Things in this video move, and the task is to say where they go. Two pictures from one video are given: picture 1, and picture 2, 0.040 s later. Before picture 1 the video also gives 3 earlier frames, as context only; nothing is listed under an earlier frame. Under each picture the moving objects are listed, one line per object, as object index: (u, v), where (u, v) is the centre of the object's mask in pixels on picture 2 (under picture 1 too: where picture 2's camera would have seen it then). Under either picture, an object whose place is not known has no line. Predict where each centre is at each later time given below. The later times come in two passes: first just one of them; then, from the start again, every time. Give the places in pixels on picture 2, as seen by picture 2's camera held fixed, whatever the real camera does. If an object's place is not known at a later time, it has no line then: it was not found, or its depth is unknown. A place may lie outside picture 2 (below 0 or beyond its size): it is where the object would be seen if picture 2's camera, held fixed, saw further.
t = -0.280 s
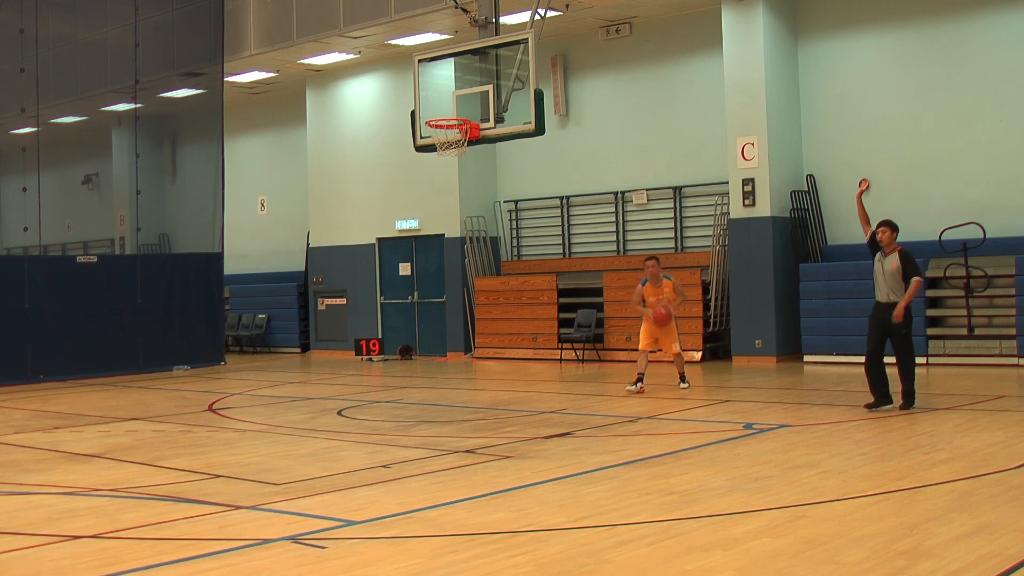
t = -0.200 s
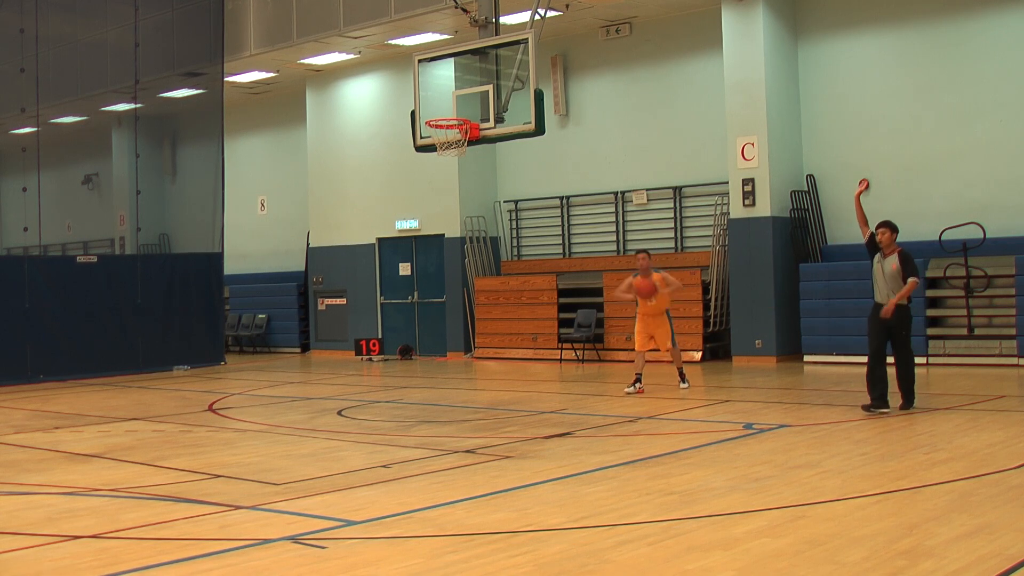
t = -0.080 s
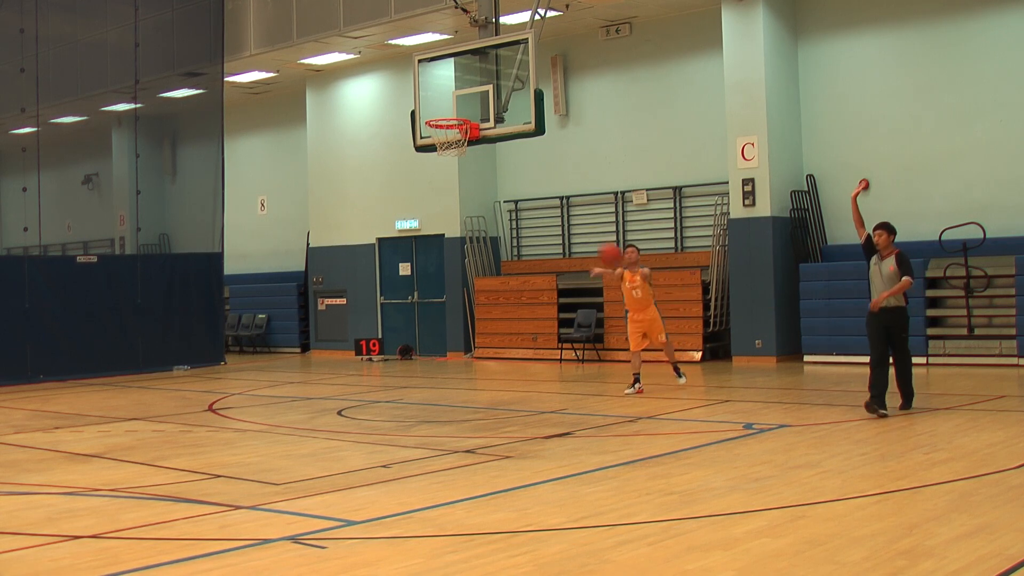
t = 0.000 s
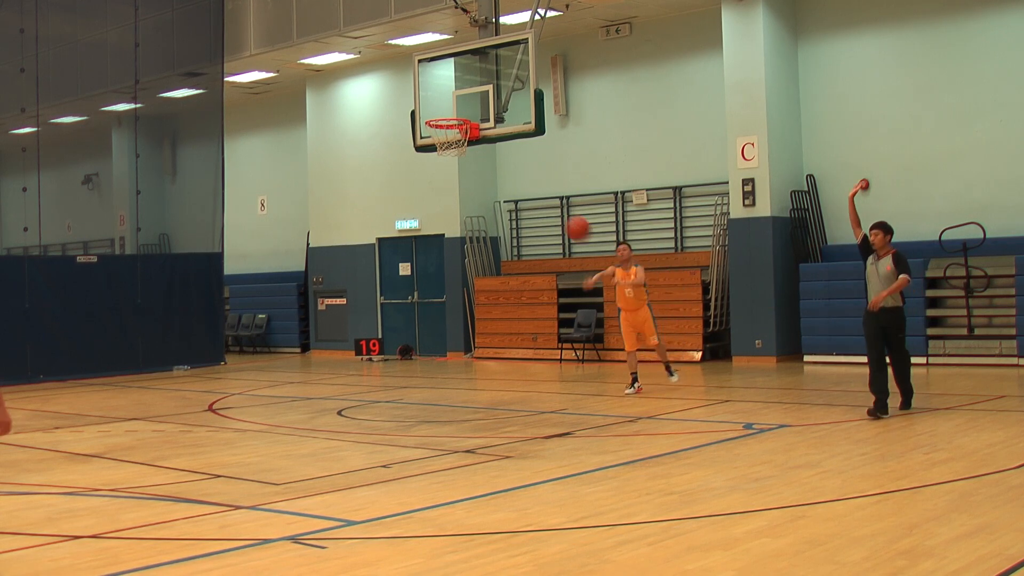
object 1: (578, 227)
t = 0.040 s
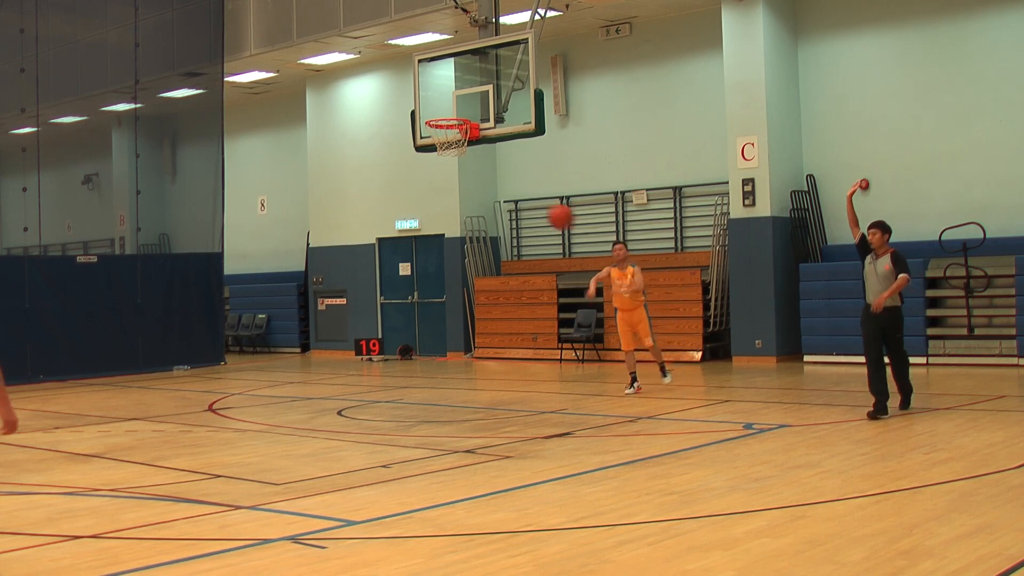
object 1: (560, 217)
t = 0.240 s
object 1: (453, 169)
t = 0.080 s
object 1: (541, 204)
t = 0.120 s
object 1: (522, 194)
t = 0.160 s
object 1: (500, 185)
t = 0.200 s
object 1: (478, 176)
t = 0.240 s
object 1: (453, 169)
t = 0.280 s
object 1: (427, 162)
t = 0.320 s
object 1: (400, 157)
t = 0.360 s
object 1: (370, 153)
